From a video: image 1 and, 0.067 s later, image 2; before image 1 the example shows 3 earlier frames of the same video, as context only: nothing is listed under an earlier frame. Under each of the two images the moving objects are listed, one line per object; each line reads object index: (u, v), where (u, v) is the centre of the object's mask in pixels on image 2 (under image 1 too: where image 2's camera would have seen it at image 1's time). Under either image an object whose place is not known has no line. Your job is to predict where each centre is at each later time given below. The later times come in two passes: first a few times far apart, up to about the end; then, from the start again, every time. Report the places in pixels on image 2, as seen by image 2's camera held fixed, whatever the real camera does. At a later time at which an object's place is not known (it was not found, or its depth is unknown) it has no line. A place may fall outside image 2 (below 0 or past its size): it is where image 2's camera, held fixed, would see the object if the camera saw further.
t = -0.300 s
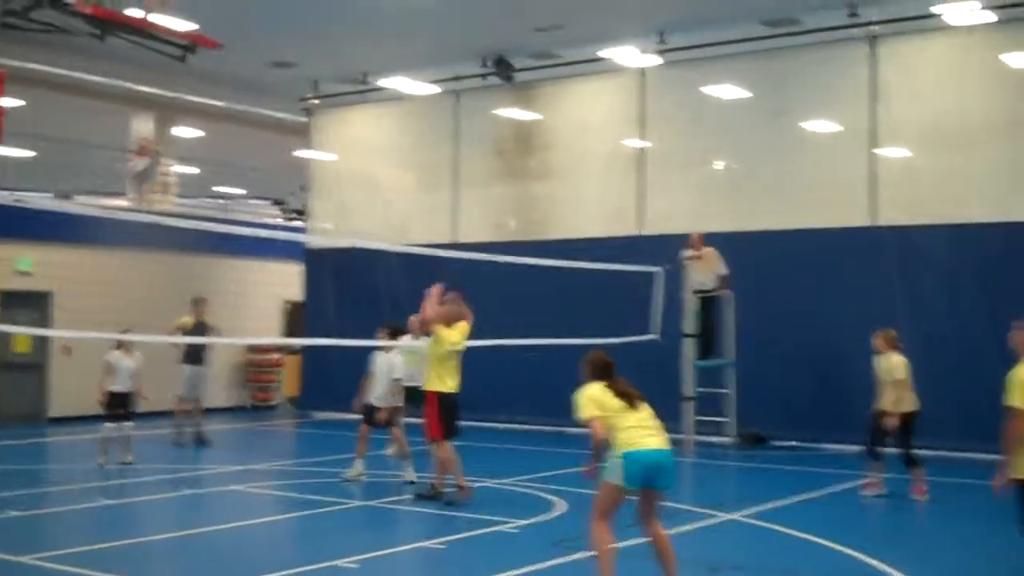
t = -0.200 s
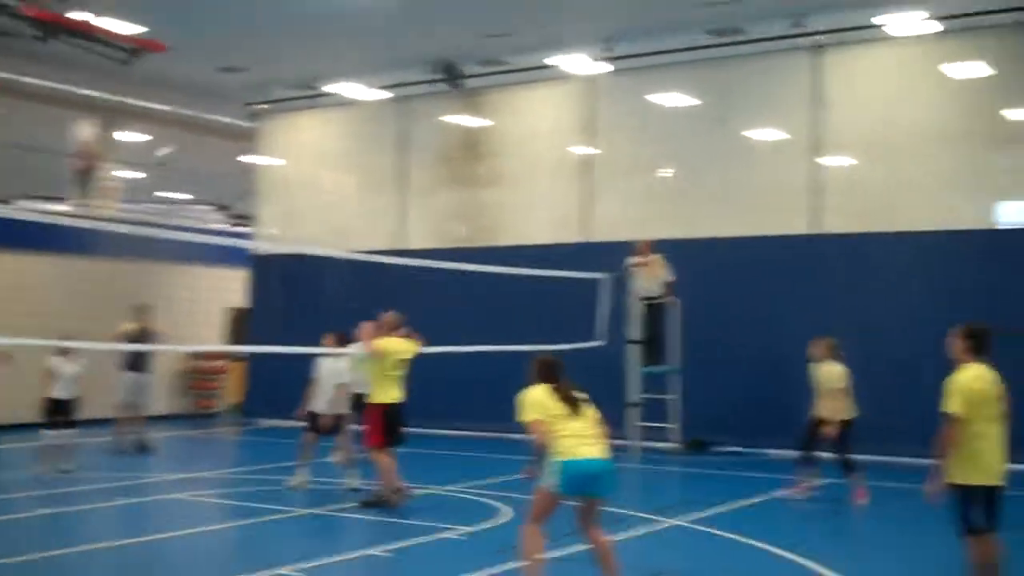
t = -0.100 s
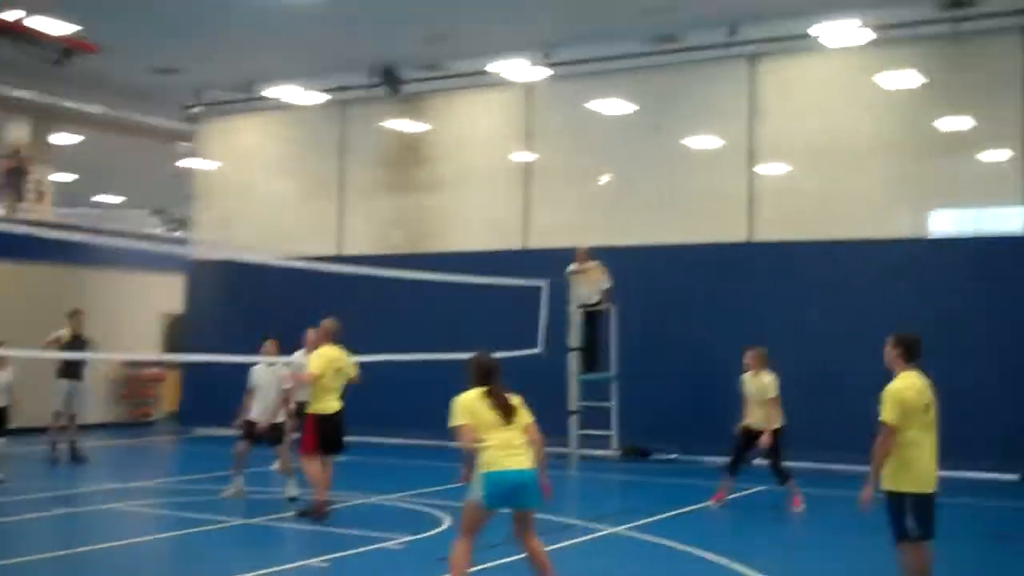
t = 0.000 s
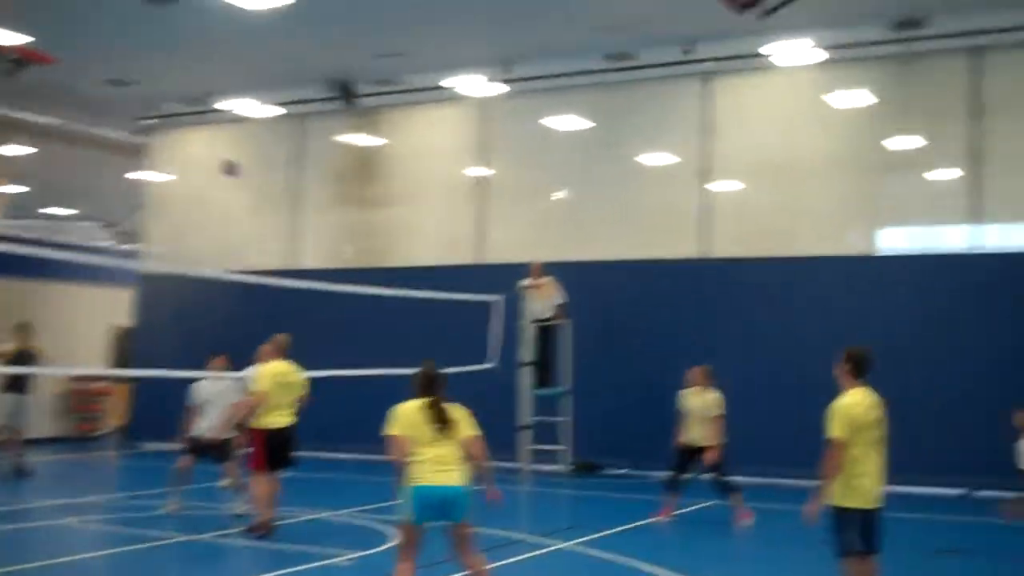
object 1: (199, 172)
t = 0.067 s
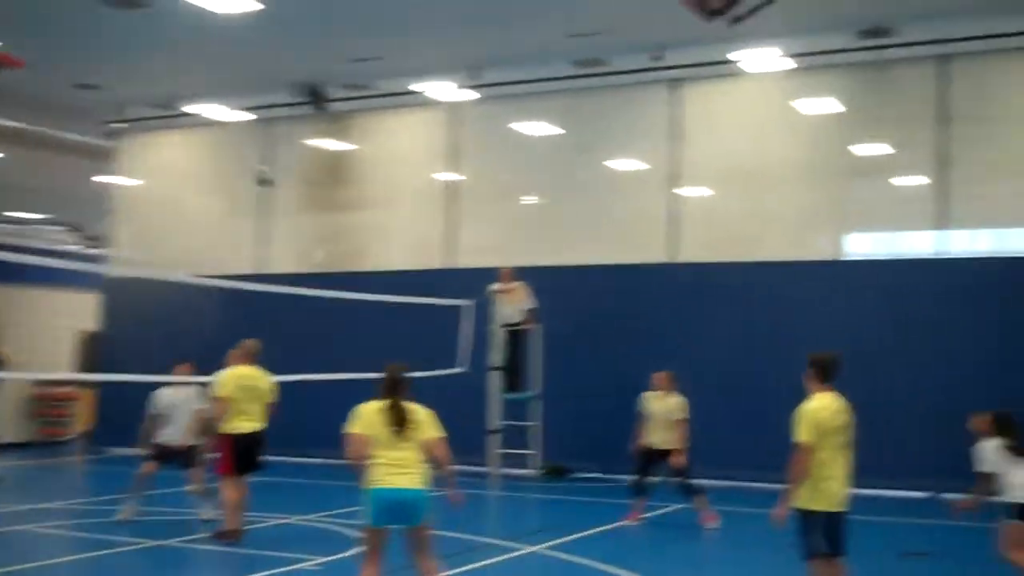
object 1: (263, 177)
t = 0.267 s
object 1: (469, 224)
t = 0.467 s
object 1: (683, 317)
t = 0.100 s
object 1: (297, 184)
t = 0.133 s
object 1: (334, 188)
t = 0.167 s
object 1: (367, 197)
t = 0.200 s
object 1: (399, 205)
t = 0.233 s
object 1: (435, 213)
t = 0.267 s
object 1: (469, 224)
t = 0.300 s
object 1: (502, 238)
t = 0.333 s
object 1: (537, 252)
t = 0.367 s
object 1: (576, 268)
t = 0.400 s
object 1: (609, 279)
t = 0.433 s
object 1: (645, 297)
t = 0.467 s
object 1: (683, 317)
